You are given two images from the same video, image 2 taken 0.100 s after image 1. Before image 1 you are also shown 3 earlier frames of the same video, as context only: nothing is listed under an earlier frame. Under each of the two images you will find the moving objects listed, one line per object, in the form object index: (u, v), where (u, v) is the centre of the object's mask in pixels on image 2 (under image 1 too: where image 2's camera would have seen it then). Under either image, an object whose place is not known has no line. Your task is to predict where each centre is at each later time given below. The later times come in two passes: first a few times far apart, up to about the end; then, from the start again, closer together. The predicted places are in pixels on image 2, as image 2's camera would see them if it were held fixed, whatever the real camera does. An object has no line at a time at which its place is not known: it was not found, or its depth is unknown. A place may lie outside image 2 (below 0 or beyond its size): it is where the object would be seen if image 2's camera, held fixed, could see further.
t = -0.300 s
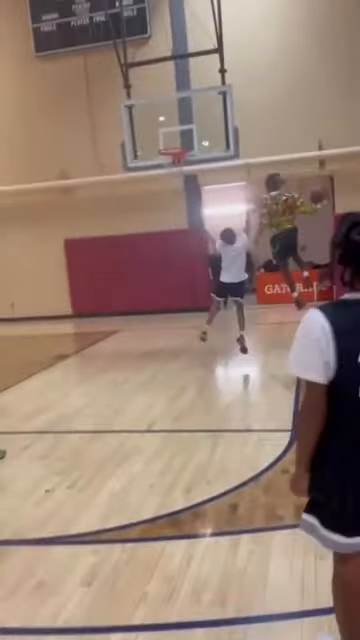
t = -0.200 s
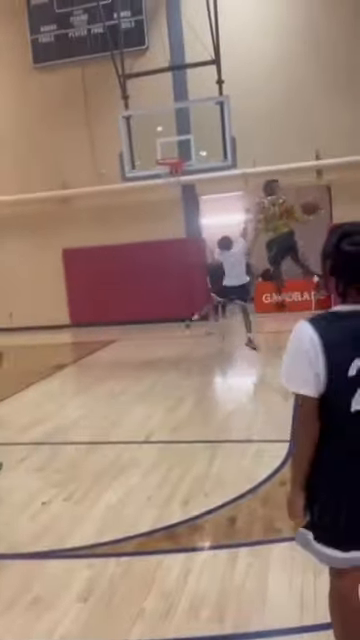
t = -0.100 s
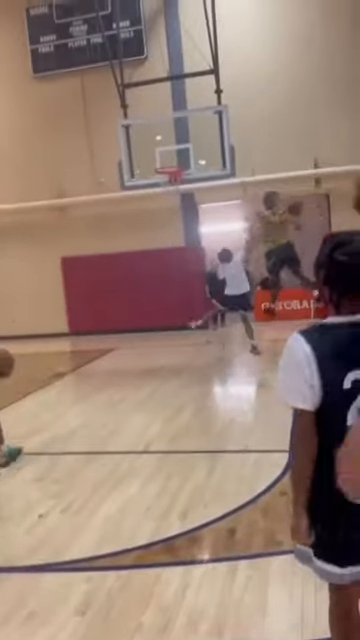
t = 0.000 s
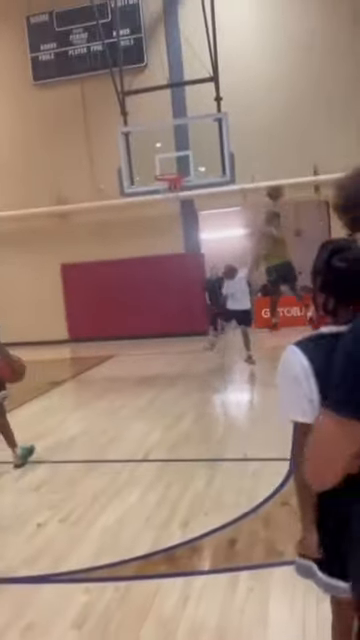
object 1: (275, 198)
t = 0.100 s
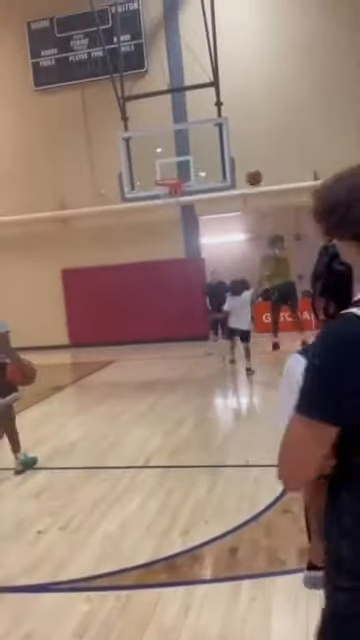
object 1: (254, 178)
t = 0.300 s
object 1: (215, 161)
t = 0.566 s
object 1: (185, 166)
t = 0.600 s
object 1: (183, 169)
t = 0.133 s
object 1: (247, 173)
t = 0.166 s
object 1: (241, 169)
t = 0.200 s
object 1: (235, 166)
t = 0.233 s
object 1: (229, 164)
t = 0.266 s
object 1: (221, 162)
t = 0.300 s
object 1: (215, 161)
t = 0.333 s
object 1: (210, 161)
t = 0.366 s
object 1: (206, 159)
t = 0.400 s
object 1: (202, 159)
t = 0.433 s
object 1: (198, 159)
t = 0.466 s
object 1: (195, 159)
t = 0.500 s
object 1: (192, 161)
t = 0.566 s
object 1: (185, 166)
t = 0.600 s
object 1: (183, 169)
